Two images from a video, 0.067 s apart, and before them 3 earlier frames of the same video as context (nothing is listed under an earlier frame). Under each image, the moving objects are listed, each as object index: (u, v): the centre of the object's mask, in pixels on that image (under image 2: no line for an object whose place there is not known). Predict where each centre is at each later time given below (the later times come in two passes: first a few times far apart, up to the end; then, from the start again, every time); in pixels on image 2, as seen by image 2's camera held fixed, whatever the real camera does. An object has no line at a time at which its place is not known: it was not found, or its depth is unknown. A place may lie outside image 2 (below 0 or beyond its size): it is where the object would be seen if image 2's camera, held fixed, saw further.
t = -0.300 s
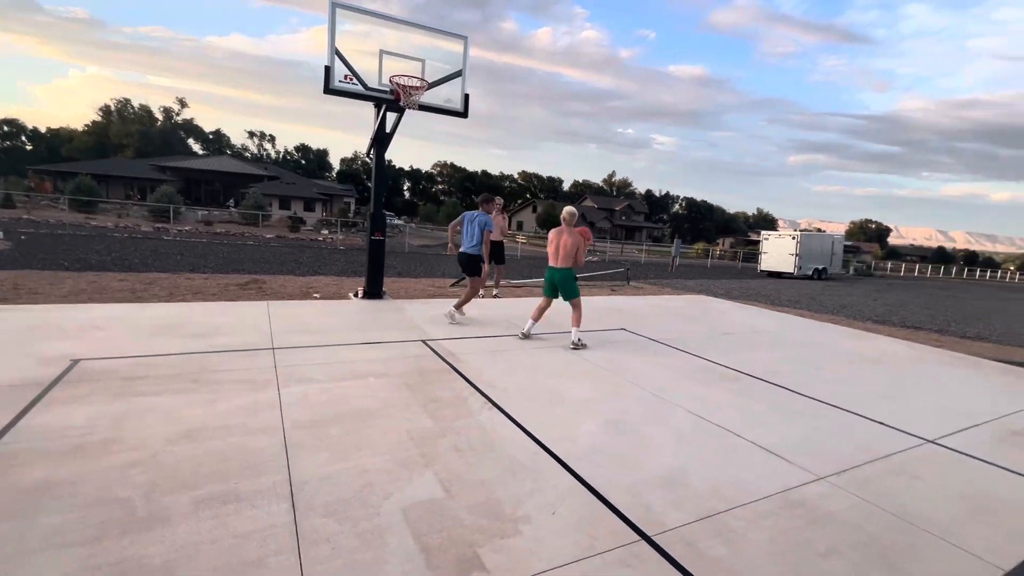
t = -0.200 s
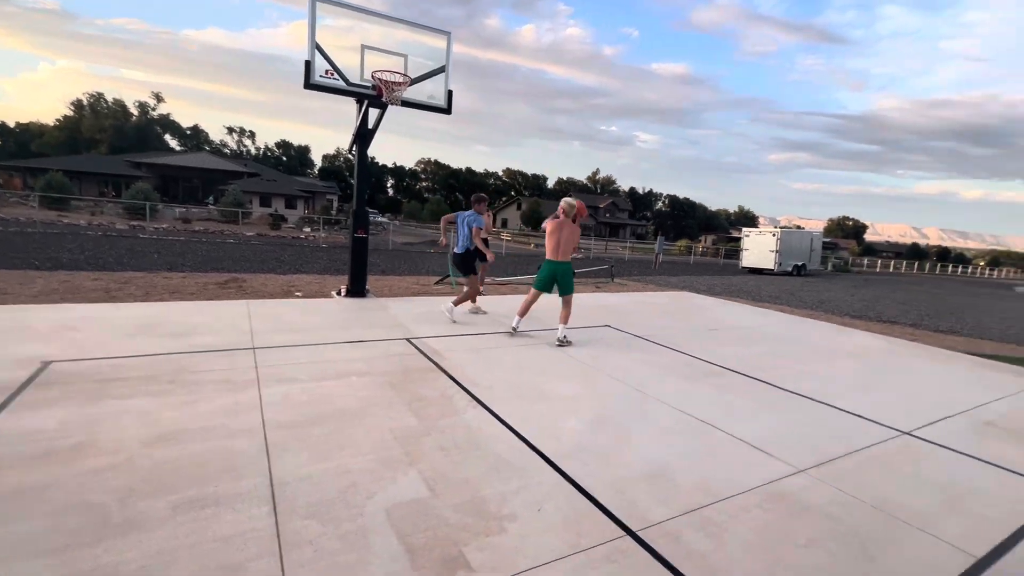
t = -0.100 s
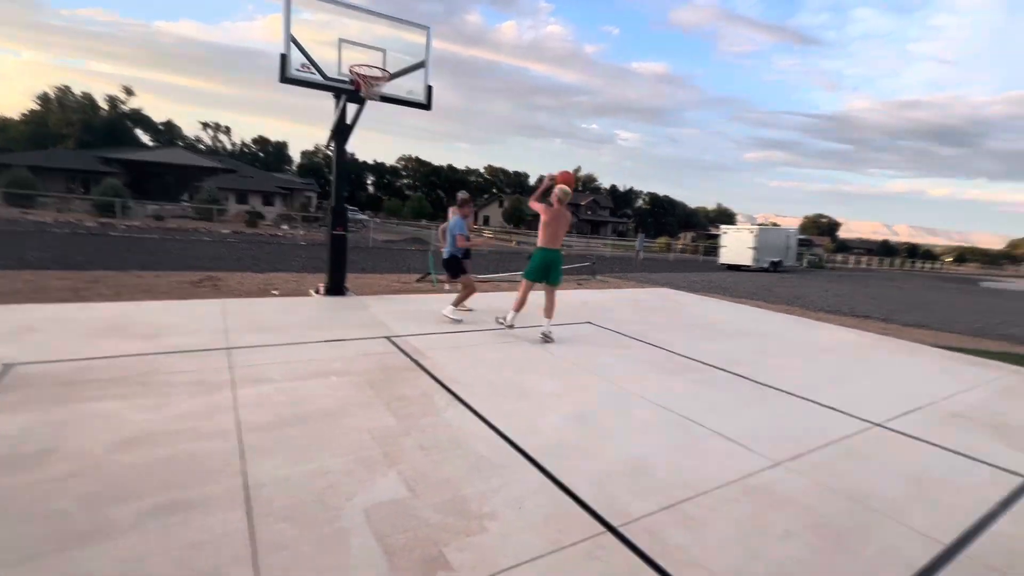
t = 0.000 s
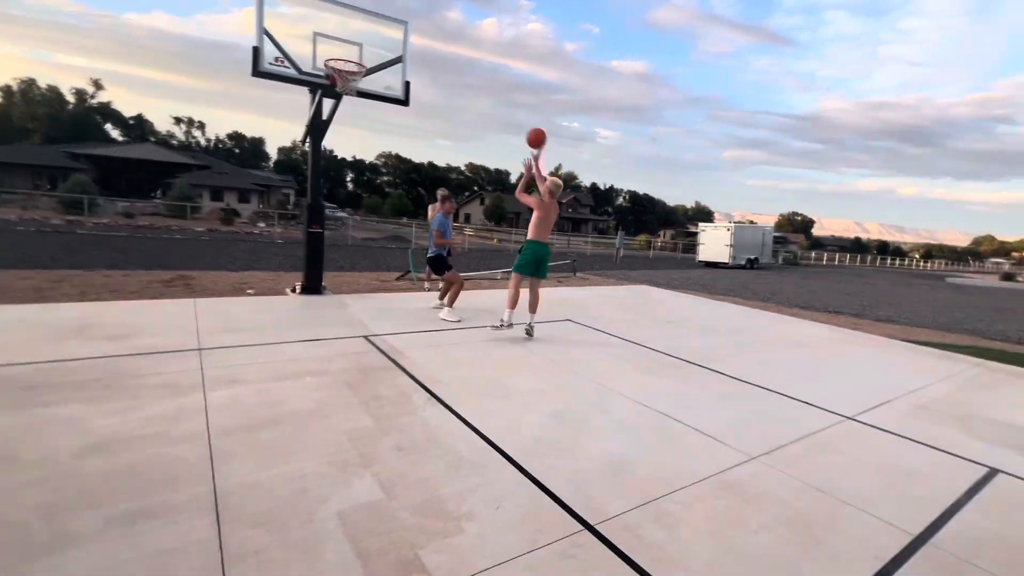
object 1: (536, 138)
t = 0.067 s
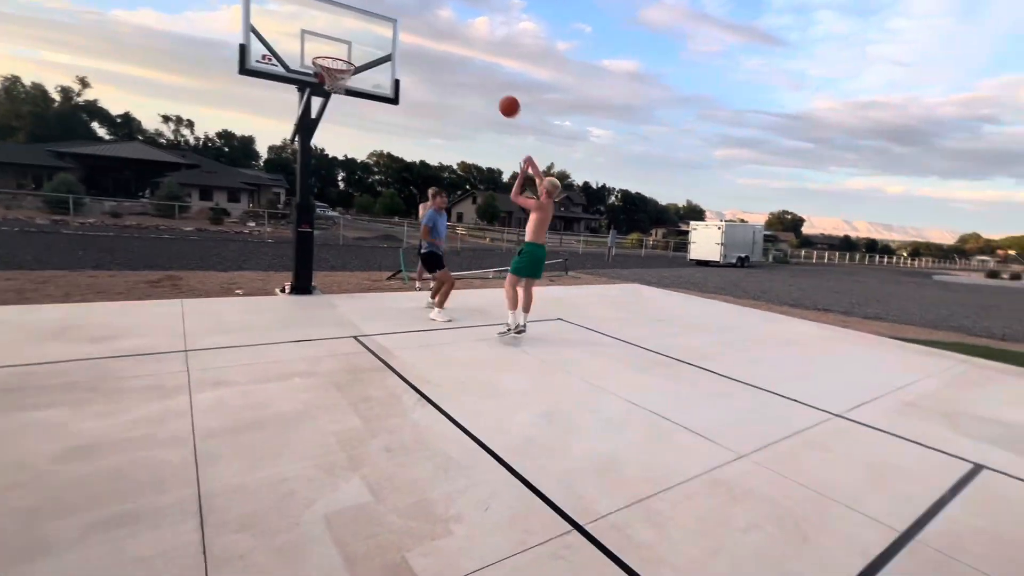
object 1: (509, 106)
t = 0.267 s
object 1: (454, 39)
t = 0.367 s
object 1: (427, 19)
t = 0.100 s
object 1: (500, 93)
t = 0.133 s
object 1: (491, 80)
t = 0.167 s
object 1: (482, 69)
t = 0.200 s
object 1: (473, 58)
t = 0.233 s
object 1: (464, 48)
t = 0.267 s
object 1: (454, 39)
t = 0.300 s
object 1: (445, 31)
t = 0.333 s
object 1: (436, 24)
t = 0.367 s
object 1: (427, 19)
